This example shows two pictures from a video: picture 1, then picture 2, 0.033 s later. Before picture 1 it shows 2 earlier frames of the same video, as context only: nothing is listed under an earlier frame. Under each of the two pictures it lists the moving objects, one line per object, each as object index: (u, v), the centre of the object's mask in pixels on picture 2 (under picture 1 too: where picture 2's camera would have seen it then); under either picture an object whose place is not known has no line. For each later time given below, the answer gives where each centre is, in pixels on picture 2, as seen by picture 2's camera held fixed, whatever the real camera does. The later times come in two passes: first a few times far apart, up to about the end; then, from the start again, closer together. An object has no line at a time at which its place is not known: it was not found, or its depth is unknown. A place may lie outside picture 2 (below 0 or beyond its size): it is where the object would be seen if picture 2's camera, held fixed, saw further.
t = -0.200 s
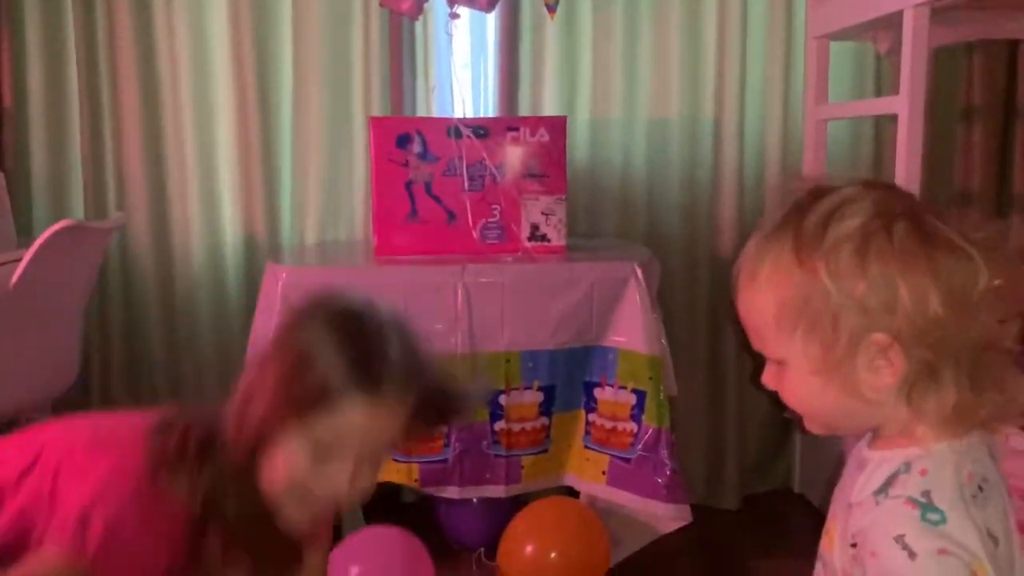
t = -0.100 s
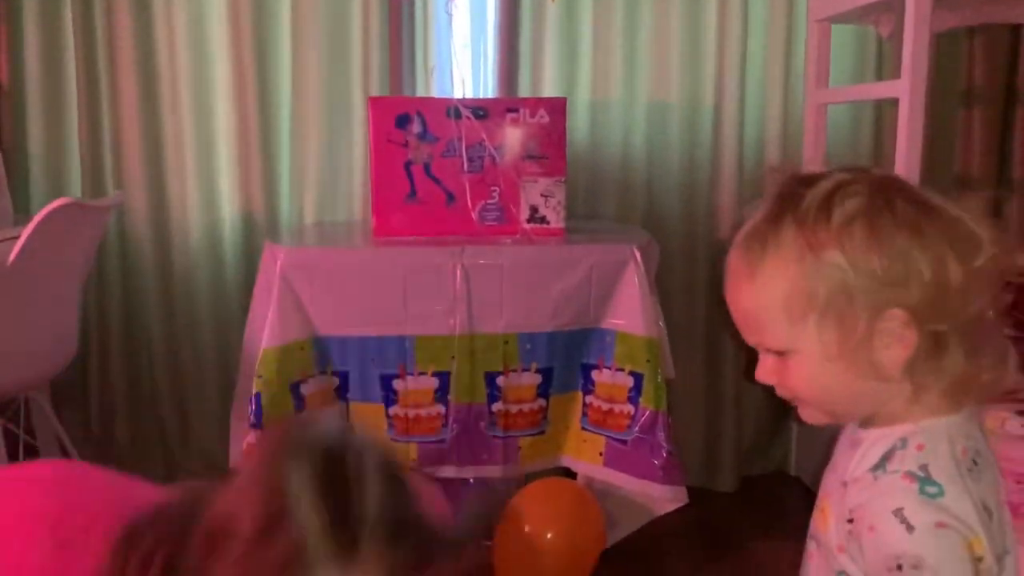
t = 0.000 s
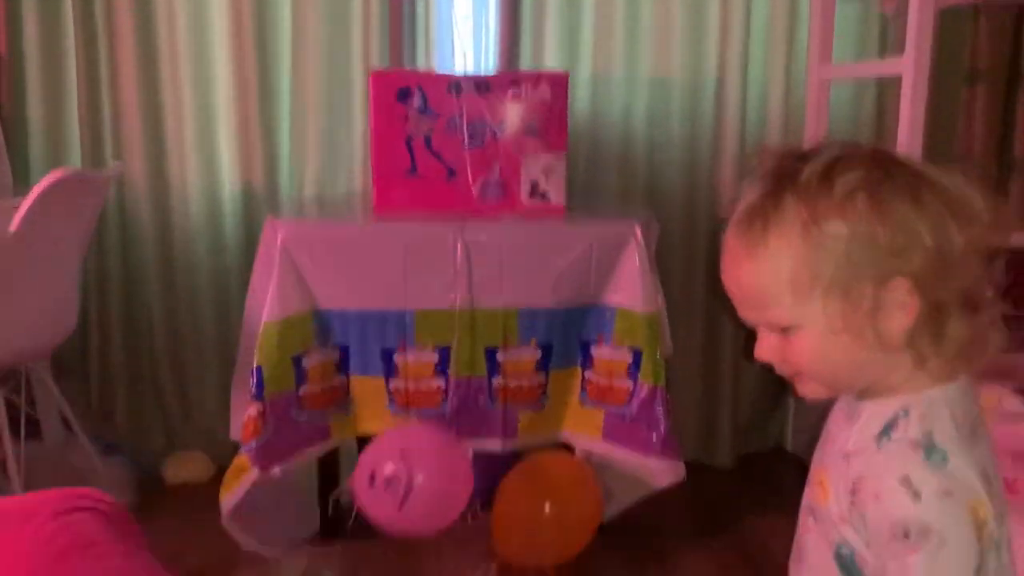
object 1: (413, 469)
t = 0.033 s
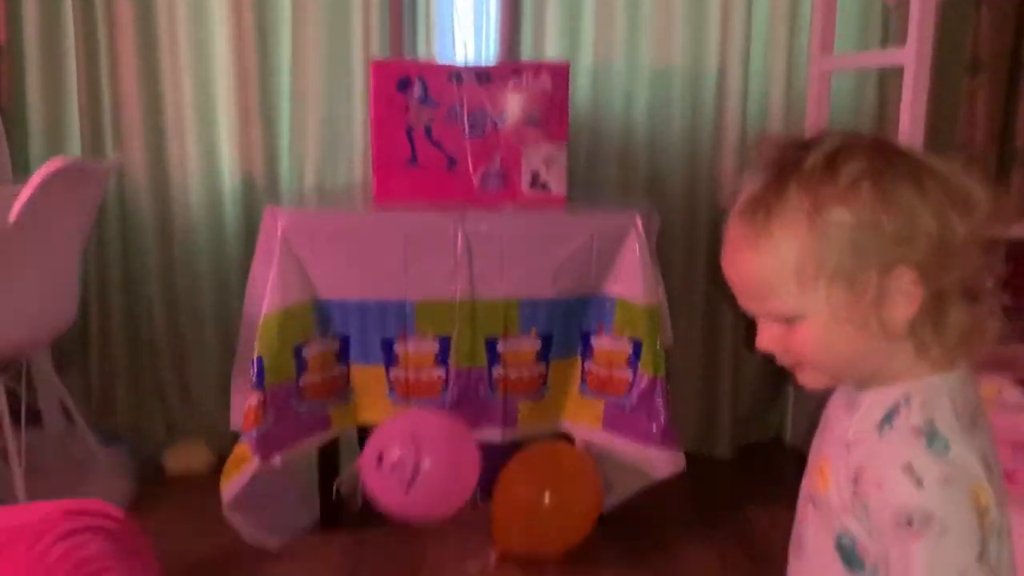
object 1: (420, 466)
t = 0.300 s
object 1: (469, 466)
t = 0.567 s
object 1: (492, 530)
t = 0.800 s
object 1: (480, 571)
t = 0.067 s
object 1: (426, 462)
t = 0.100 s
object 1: (433, 459)
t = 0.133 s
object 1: (440, 457)
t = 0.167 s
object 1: (446, 457)
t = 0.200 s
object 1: (453, 457)
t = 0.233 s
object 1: (459, 459)
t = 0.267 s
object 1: (464, 462)
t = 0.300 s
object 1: (469, 466)
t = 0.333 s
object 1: (475, 471)
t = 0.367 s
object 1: (481, 477)
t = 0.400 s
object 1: (485, 484)
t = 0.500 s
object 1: (491, 510)
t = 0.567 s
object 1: (492, 530)
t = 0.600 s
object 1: (492, 540)
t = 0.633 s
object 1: (491, 550)
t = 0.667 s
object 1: (490, 556)
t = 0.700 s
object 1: (488, 557)
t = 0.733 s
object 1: (485, 562)
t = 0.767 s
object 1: (482, 566)
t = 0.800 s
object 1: (480, 571)
